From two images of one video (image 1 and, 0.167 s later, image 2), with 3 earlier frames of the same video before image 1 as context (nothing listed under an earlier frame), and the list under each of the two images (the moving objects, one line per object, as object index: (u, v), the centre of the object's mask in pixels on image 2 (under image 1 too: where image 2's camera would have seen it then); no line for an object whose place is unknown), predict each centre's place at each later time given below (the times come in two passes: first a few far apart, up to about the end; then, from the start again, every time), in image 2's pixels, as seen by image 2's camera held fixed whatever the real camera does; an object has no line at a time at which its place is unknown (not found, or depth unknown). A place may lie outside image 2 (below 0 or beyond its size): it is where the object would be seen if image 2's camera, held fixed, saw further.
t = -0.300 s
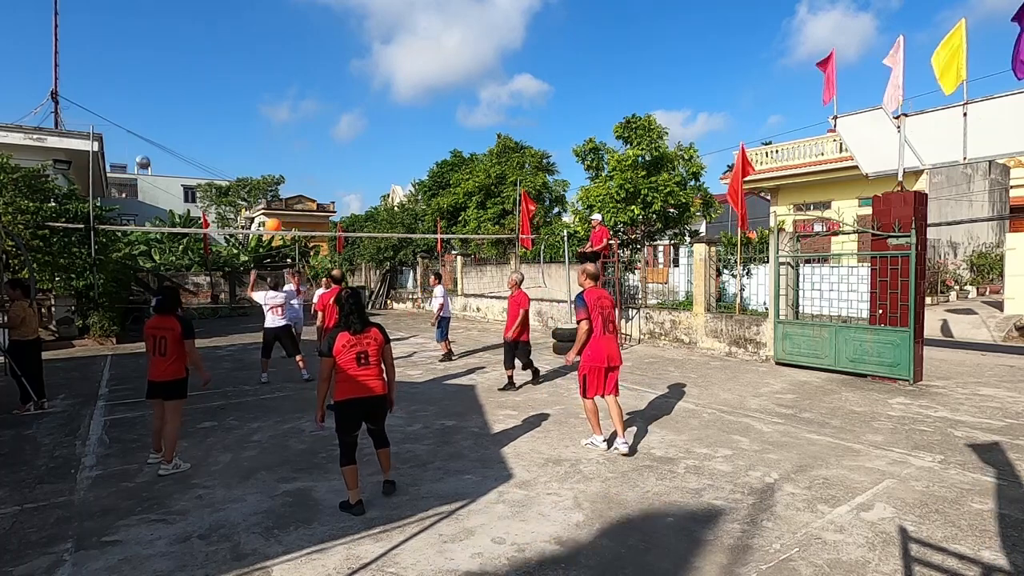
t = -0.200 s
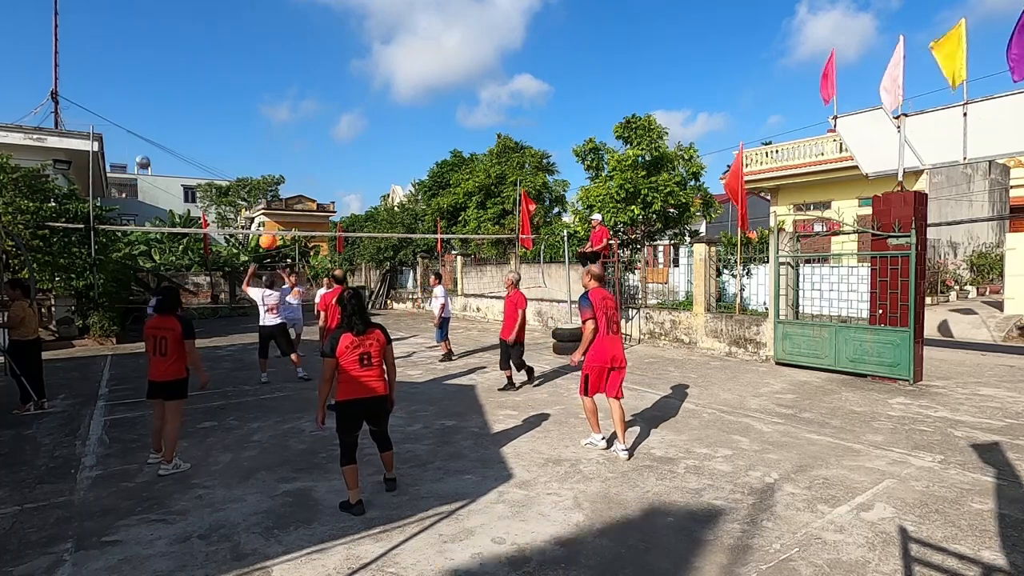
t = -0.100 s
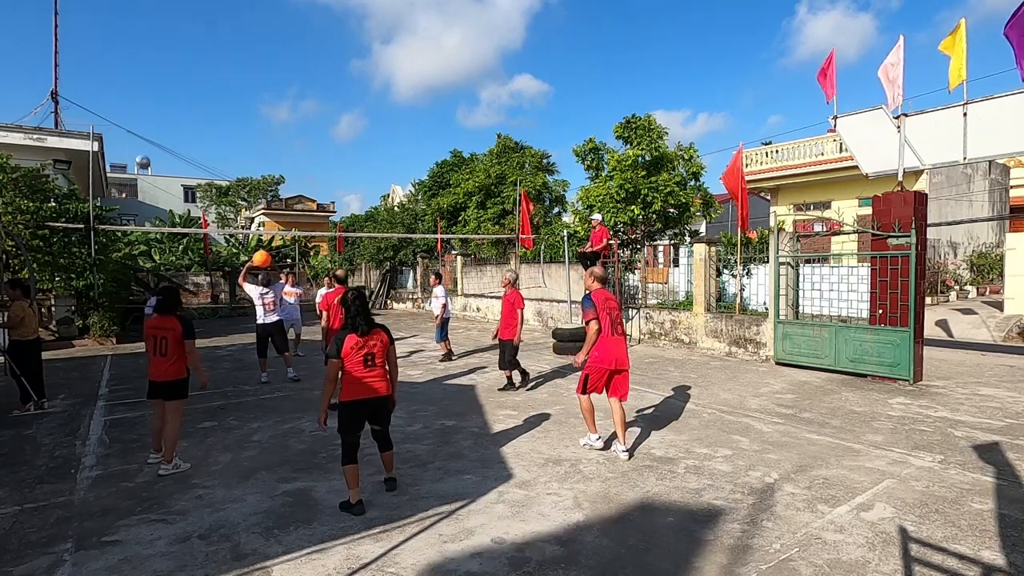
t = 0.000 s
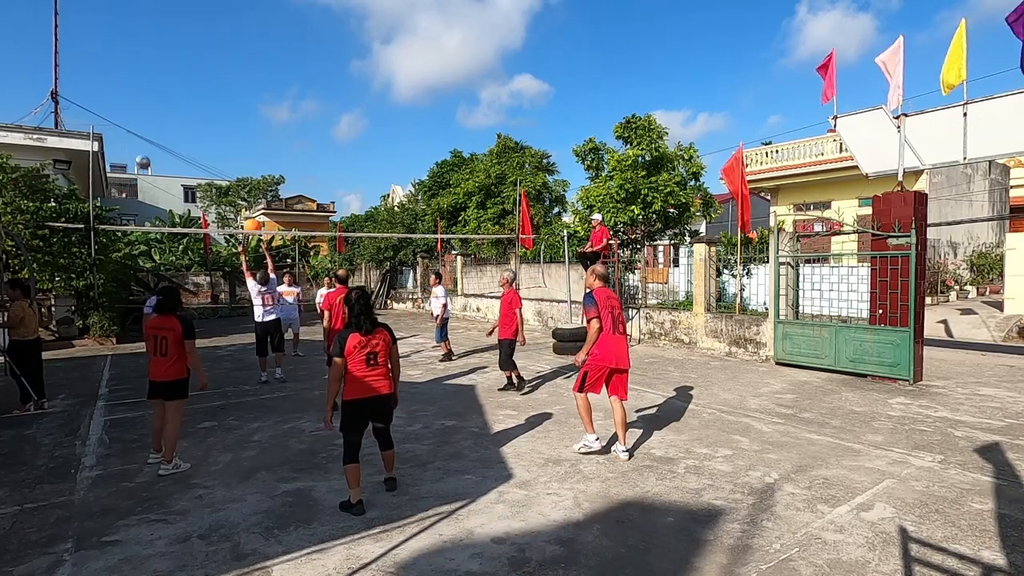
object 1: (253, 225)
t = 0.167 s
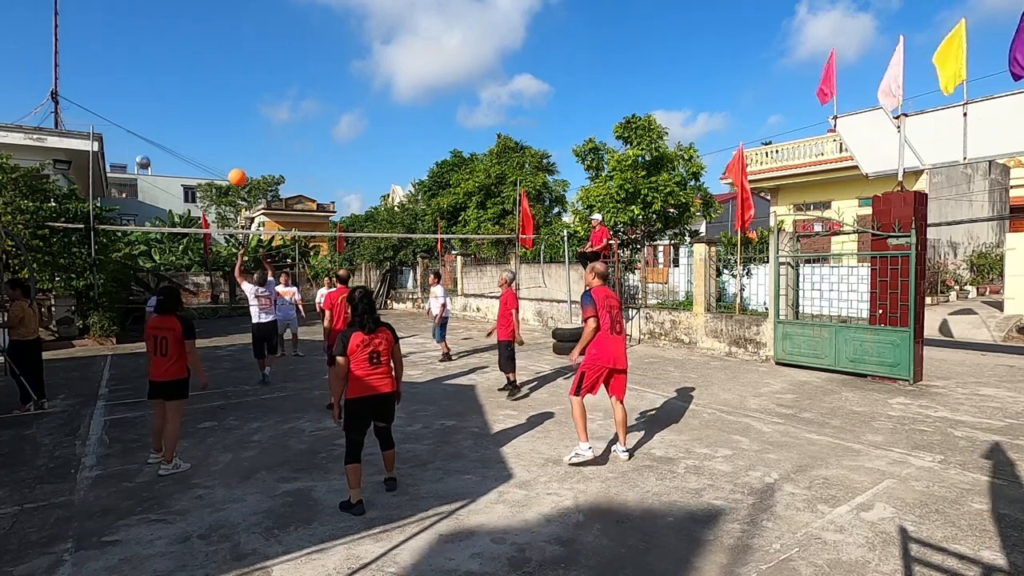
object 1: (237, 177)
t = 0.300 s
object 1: (225, 152)
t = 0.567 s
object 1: (203, 137)
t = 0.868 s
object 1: (182, 176)
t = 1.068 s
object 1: (171, 231)
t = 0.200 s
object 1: (234, 170)
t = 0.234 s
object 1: (231, 163)
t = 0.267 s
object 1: (228, 157)
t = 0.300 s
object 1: (225, 152)
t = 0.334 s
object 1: (222, 147)
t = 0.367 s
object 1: (219, 143)
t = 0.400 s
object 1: (217, 141)
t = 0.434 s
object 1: (214, 139)
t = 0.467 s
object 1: (211, 137)
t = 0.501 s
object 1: (208, 137)
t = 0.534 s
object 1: (206, 137)
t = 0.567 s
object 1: (203, 137)
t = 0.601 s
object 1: (201, 139)
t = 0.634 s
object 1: (198, 141)
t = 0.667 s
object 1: (196, 144)
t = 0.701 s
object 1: (193, 147)
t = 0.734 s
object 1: (191, 151)
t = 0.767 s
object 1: (189, 156)
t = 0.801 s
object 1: (186, 162)
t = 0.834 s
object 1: (184, 168)
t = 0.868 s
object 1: (182, 176)
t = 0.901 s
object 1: (180, 183)
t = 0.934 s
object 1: (178, 192)
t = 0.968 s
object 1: (176, 200)
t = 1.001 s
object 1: (174, 210)
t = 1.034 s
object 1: (172, 220)
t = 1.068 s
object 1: (171, 231)
